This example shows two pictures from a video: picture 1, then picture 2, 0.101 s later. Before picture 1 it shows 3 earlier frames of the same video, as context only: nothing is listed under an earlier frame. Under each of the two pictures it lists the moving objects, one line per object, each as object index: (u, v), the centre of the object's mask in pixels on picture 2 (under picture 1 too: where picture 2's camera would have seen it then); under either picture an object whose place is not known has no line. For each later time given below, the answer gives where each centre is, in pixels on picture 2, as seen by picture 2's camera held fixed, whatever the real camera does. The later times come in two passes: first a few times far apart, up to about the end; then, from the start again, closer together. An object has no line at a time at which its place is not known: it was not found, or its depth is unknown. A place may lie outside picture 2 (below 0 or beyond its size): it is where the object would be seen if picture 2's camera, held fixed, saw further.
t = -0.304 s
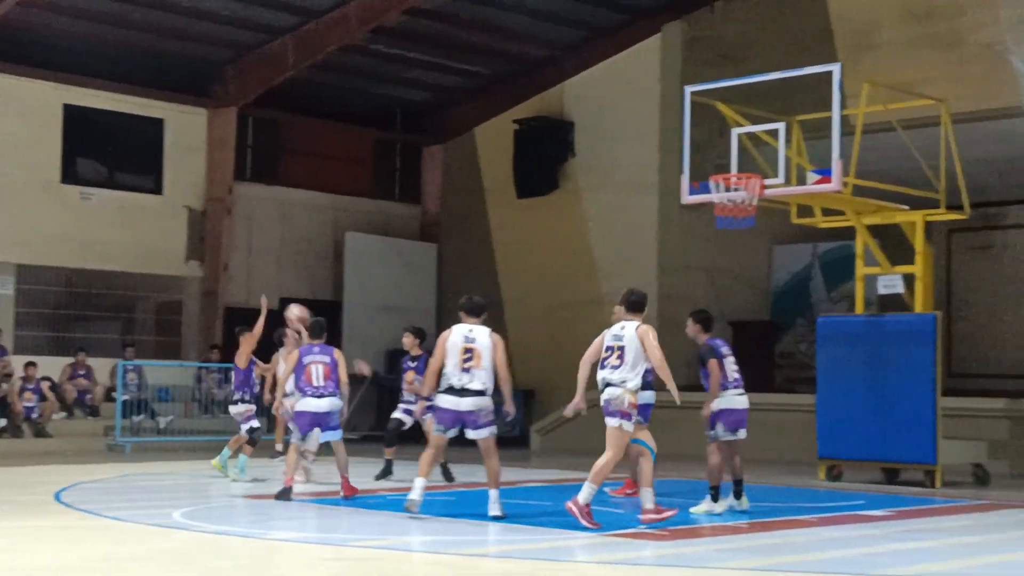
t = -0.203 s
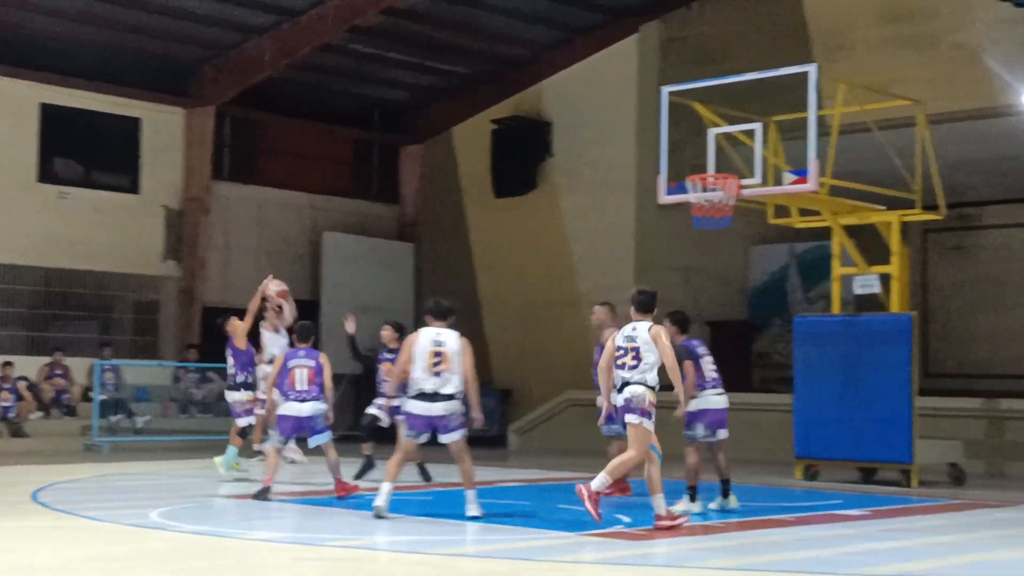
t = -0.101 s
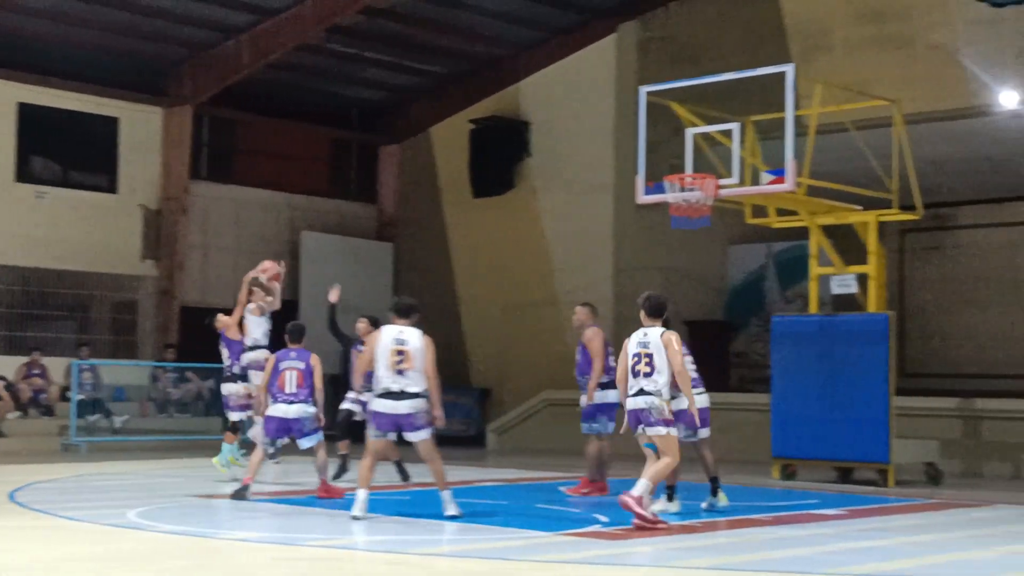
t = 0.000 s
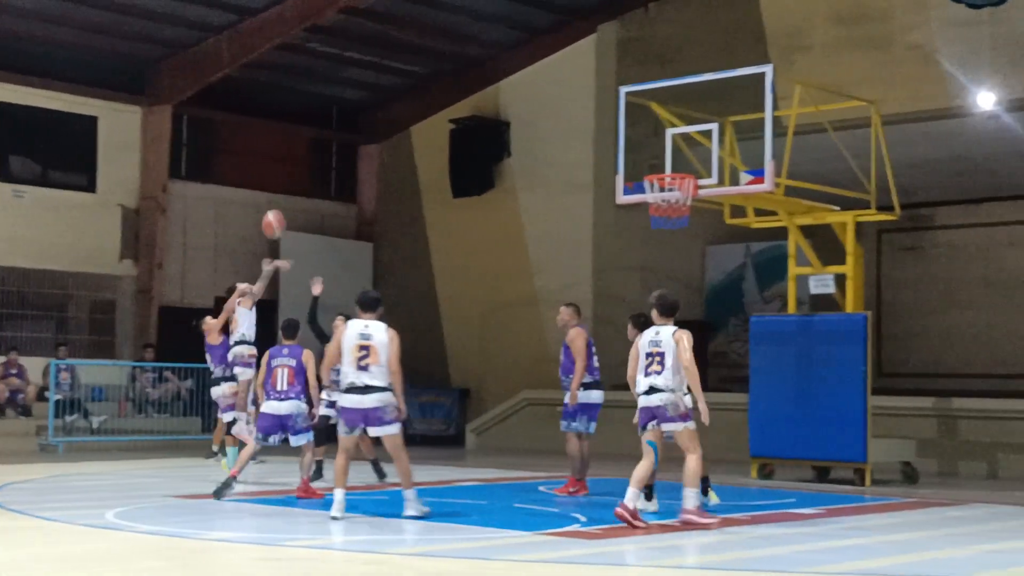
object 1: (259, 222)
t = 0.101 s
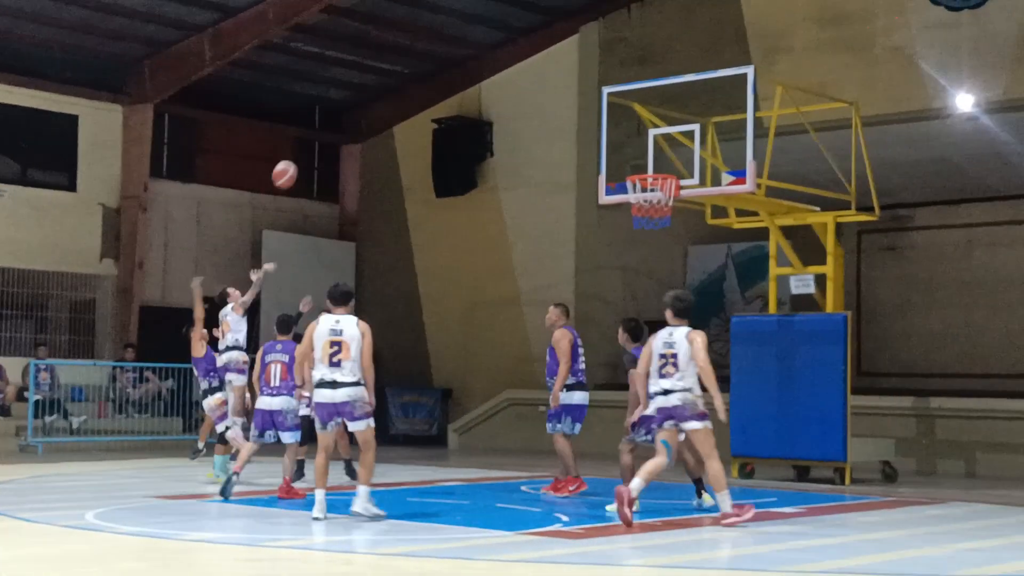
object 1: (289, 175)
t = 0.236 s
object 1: (328, 122)
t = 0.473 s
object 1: (396, 76)
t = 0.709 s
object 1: (456, 78)
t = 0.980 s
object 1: (533, 152)
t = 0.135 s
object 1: (299, 159)
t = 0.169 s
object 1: (309, 145)
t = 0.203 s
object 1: (318, 133)
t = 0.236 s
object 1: (328, 122)
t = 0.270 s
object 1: (338, 112)
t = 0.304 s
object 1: (348, 104)
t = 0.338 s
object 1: (358, 95)
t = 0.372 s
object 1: (366, 88)
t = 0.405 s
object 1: (374, 81)
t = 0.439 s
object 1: (385, 80)
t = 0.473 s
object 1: (396, 76)
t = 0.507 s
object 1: (405, 72)
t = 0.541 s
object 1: (413, 71)
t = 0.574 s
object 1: (419, 72)
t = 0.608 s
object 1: (427, 73)
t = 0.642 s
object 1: (439, 74)
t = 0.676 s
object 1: (448, 75)
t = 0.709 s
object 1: (456, 78)
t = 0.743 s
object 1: (463, 81)
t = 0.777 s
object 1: (474, 88)
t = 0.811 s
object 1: (485, 99)
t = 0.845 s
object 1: (497, 105)
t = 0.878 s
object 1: (505, 113)
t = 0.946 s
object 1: (518, 139)
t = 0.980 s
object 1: (533, 152)
